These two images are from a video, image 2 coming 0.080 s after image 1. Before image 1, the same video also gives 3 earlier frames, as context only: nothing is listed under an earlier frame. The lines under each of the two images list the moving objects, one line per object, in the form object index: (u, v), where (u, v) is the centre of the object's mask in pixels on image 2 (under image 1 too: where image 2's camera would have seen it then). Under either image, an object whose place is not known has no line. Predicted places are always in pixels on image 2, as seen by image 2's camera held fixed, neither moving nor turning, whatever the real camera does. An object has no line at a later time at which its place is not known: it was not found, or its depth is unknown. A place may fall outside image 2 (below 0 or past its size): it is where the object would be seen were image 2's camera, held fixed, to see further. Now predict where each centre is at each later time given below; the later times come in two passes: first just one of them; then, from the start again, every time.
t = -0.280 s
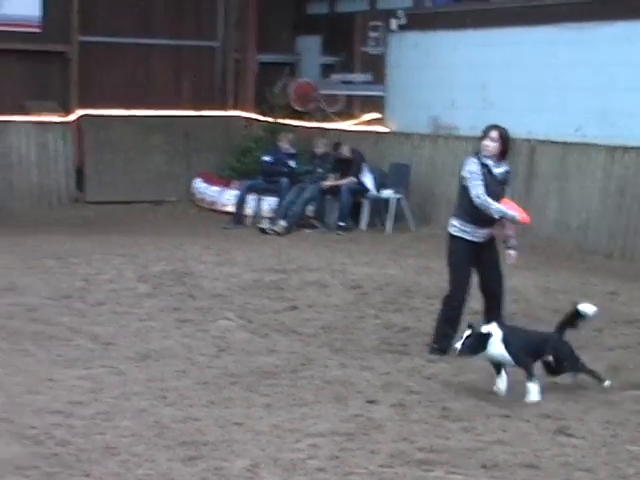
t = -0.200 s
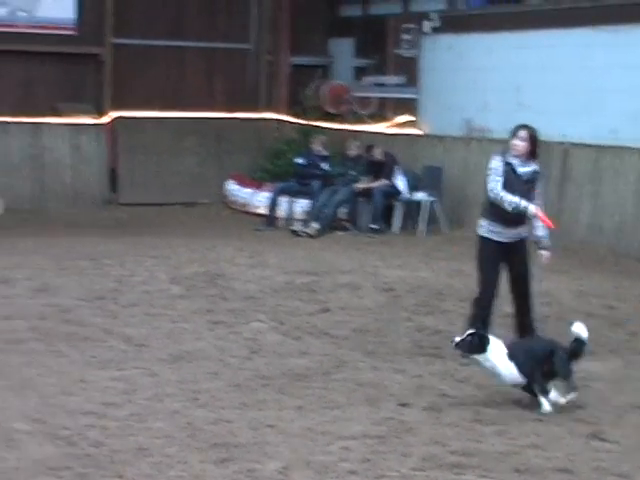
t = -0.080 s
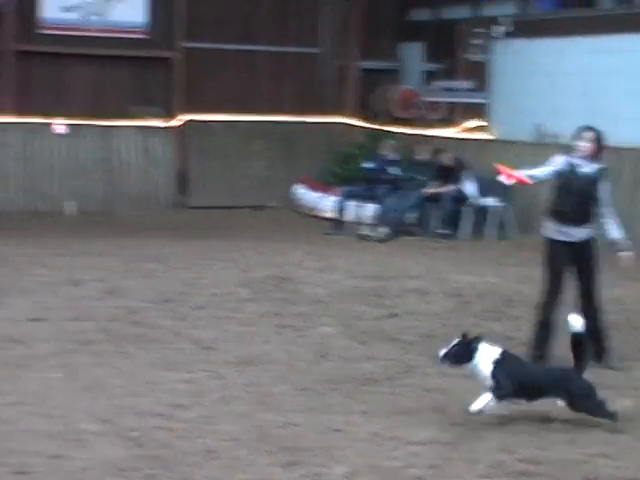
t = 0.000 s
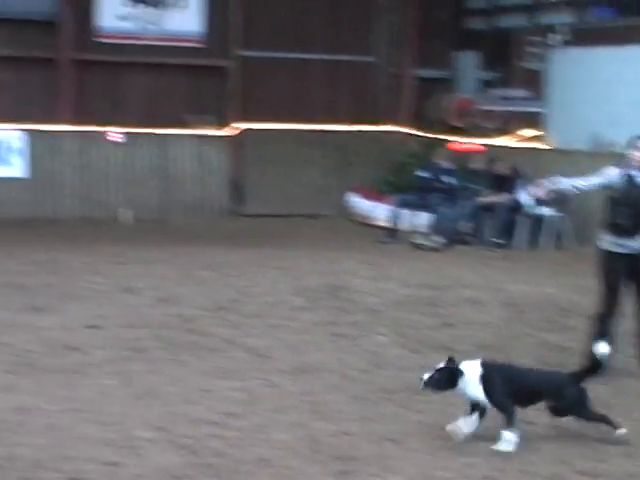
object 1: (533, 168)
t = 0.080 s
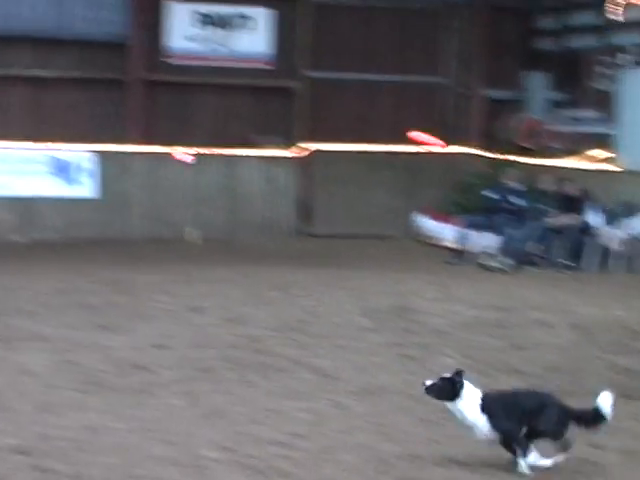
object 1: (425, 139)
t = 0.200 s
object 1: (265, 105)
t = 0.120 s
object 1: (373, 127)
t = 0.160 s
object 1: (321, 116)
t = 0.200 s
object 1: (265, 105)
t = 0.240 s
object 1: (210, 96)
